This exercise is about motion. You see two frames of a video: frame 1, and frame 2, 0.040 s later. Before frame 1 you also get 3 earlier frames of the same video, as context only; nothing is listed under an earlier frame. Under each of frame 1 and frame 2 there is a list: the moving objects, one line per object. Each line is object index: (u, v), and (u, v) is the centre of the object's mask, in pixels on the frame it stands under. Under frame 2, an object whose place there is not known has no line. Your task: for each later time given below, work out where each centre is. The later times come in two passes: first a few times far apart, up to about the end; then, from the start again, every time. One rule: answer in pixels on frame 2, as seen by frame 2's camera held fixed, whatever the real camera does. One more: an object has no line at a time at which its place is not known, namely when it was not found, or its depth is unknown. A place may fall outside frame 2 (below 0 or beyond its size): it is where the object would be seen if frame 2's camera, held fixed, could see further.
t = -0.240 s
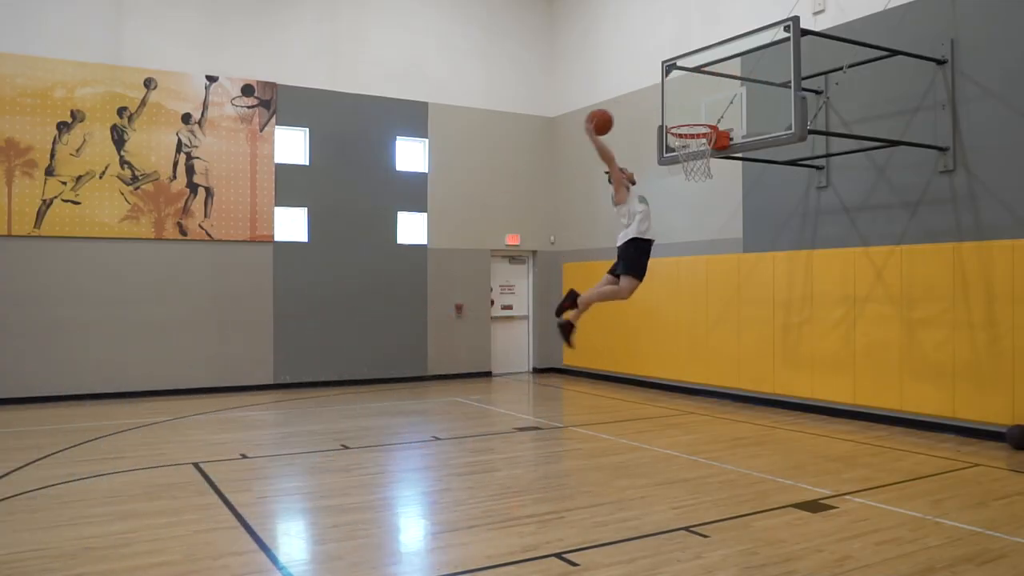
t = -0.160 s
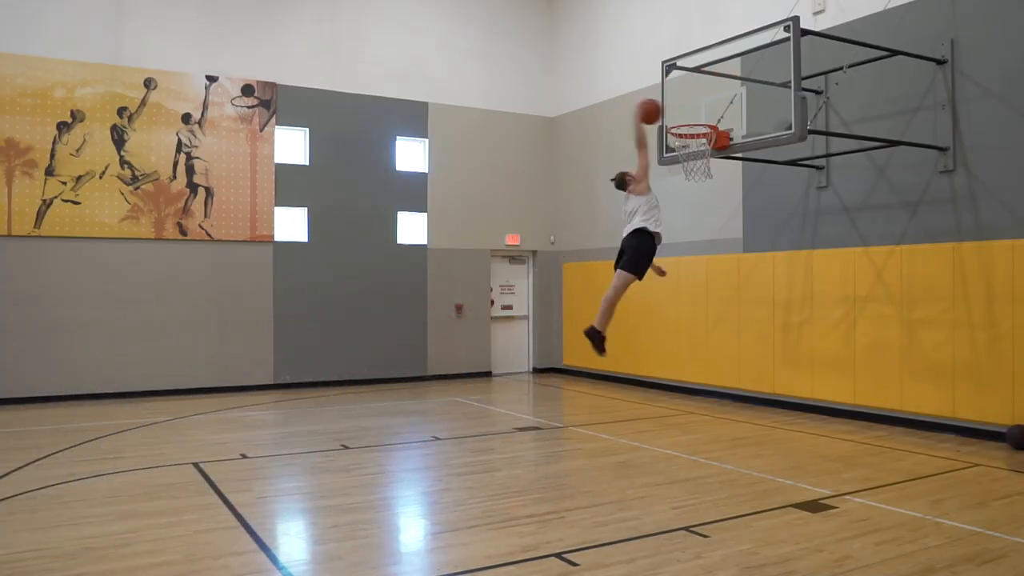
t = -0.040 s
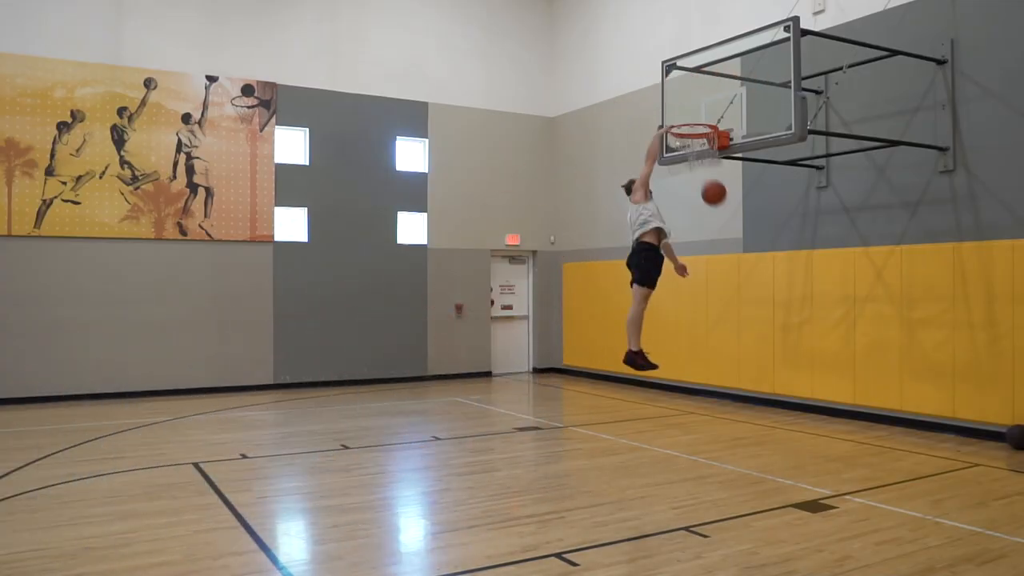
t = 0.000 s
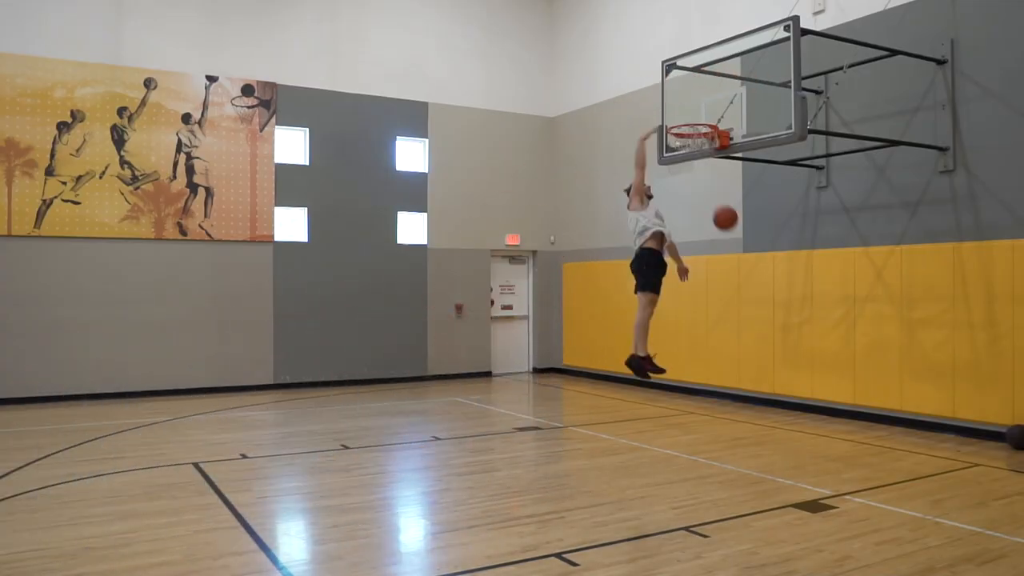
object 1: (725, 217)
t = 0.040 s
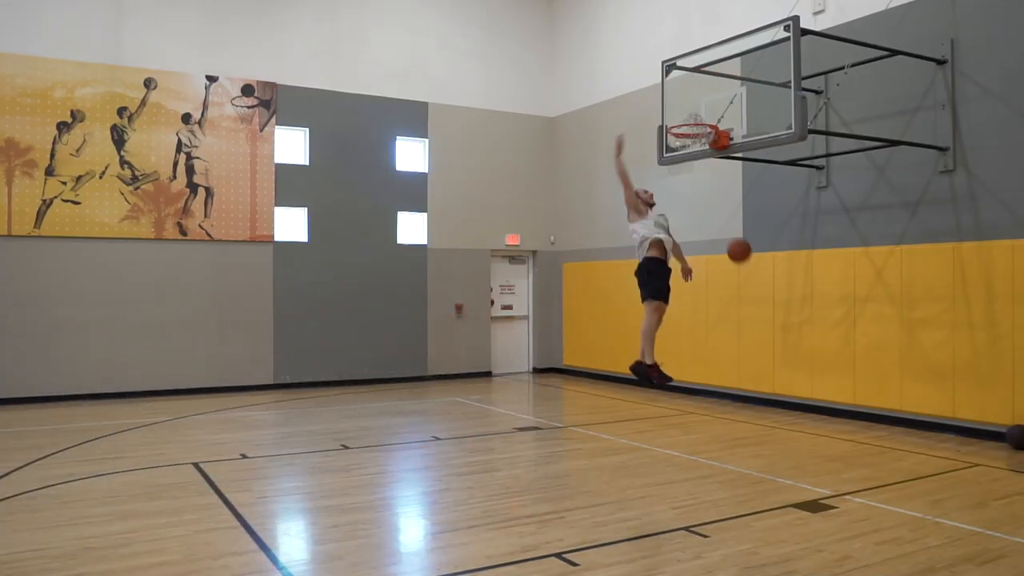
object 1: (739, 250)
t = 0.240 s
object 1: (800, 418)
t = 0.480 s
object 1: (824, 288)
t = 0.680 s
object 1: (842, 210)
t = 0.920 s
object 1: (862, 168)
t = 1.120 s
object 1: (879, 173)
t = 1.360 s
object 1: (899, 224)
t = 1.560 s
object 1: (894, 246)
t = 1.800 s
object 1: (875, 293)
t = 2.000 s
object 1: (859, 376)
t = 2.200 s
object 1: (843, 388)
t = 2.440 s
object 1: (824, 326)
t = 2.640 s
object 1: (807, 317)
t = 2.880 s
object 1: (786, 363)
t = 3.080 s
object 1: (768, 445)
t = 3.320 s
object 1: (750, 381)
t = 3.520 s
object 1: (735, 373)
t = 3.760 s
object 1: (716, 425)
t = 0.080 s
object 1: (752, 284)
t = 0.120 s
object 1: (766, 318)
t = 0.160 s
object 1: (778, 353)
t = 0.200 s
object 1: (788, 382)
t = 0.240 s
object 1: (800, 418)
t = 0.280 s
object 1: (806, 406)
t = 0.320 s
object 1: (810, 378)
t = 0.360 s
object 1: (814, 352)
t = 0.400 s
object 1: (817, 332)
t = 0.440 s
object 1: (820, 309)
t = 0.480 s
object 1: (824, 288)
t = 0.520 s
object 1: (828, 269)
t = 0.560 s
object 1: (832, 251)
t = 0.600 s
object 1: (835, 238)
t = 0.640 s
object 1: (838, 224)
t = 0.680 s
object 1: (842, 210)
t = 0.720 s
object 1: (845, 199)
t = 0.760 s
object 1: (848, 192)
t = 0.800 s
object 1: (851, 183)
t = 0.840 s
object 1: (855, 177)
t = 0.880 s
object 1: (858, 172)
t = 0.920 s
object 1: (862, 168)
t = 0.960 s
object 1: (865, 167)
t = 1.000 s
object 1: (868, 166)
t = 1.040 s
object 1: (872, 167)
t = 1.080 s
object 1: (875, 169)
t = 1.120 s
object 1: (879, 173)
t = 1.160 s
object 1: (882, 178)
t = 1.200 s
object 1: (885, 185)
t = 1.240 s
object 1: (889, 193)
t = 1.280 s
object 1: (893, 203)
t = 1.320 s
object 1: (896, 214)
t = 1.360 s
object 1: (899, 224)
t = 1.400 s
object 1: (903, 239)
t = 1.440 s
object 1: (903, 243)
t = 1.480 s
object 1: (900, 243)
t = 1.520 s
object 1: (896, 244)
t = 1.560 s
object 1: (894, 246)
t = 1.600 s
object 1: (890, 250)
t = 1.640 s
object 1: (887, 256)
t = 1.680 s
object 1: (884, 263)
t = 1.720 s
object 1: (881, 273)
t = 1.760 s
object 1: (878, 281)
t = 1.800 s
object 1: (875, 293)
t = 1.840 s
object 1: (871, 307)
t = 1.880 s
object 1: (868, 323)
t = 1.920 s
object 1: (865, 340)
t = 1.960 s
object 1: (862, 356)
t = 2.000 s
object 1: (859, 376)
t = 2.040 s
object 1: (855, 399)
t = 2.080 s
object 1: (852, 423)
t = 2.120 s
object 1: (849, 419)
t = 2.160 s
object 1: (846, 405)
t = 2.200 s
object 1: (843, 388)
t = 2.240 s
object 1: (840, 374)
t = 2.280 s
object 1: (837, 361)
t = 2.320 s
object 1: (834, 352)
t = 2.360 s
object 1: (830, 341)
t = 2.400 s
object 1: (827, 333)
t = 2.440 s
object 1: (824, 326)
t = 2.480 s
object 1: (820, 321)
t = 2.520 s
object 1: (818, 318)
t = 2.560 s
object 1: (814, 316)
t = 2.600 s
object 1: (810, 316)
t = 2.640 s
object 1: (807, 317)
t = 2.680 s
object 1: (803, 321)
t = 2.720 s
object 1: (800, 325)
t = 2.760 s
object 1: (797, 332)
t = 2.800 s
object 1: (793, 340)
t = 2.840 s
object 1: (790, 351)
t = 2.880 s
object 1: (786, 363)
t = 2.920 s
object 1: (783, 375)
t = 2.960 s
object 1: (779, 391)
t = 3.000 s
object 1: (775, 408)
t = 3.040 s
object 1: (772, 428)
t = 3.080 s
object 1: (768, 445)
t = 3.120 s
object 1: (766, 432)
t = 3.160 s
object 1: (762, 418)
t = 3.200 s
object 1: (760, 406)
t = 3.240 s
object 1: (756, 395)
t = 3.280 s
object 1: (753, 387)
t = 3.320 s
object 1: (750, 381)
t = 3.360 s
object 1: (747, 376)
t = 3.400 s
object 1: (744, 373)
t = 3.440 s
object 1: (741, 371)
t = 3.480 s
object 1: (738, 372)
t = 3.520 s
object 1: (735, 373)
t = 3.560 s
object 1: (732, 377)
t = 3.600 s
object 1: (729, 383)
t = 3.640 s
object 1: (725, 391)
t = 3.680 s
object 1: (722, 401)
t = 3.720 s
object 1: (719, 411)
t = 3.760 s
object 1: (716, 425)
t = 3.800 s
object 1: (712, 441)
